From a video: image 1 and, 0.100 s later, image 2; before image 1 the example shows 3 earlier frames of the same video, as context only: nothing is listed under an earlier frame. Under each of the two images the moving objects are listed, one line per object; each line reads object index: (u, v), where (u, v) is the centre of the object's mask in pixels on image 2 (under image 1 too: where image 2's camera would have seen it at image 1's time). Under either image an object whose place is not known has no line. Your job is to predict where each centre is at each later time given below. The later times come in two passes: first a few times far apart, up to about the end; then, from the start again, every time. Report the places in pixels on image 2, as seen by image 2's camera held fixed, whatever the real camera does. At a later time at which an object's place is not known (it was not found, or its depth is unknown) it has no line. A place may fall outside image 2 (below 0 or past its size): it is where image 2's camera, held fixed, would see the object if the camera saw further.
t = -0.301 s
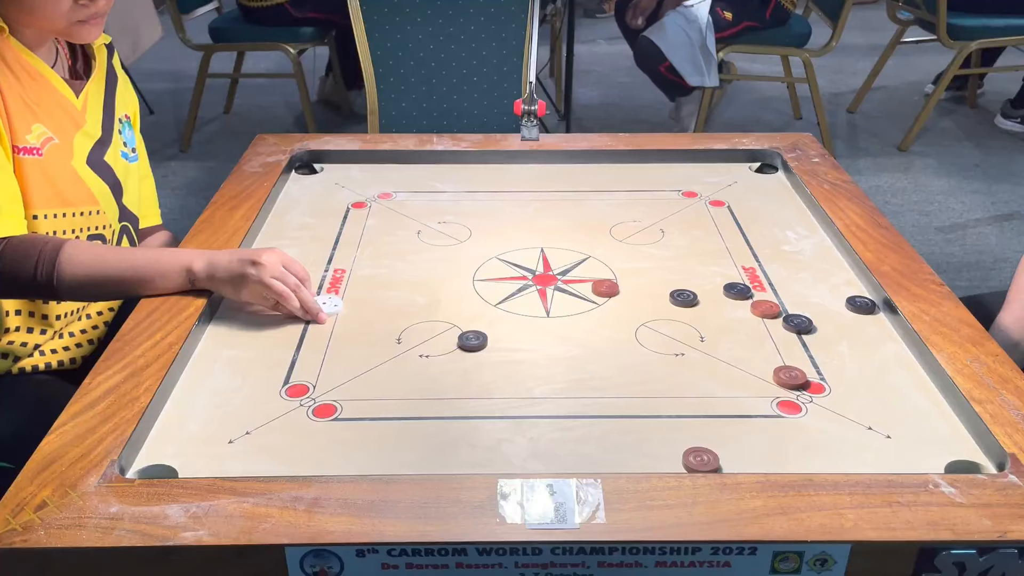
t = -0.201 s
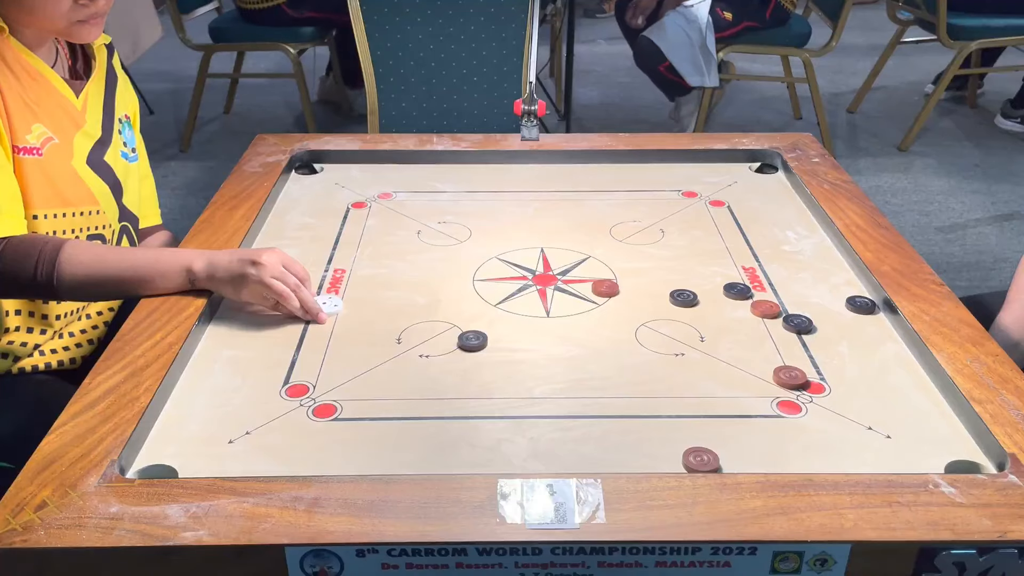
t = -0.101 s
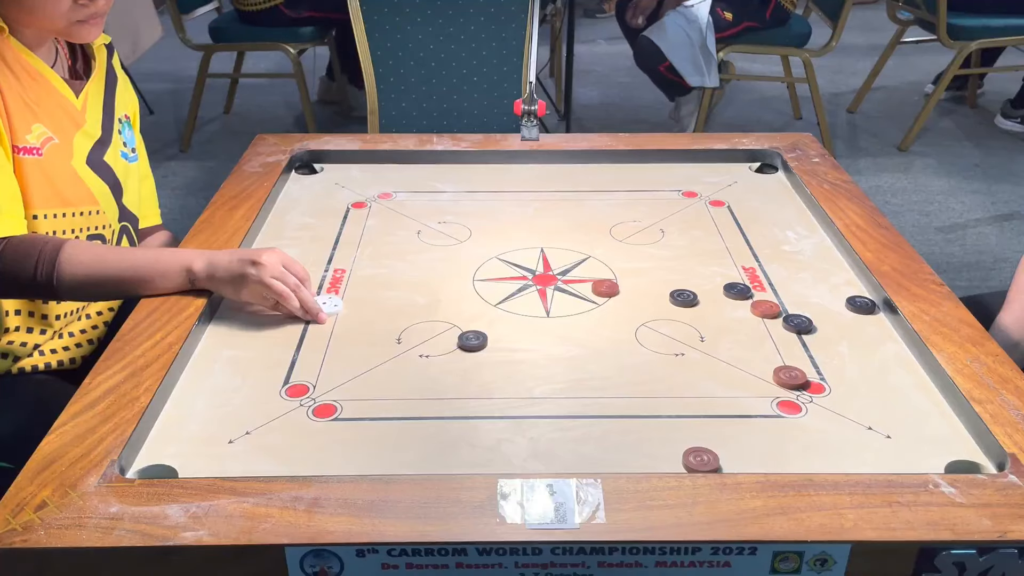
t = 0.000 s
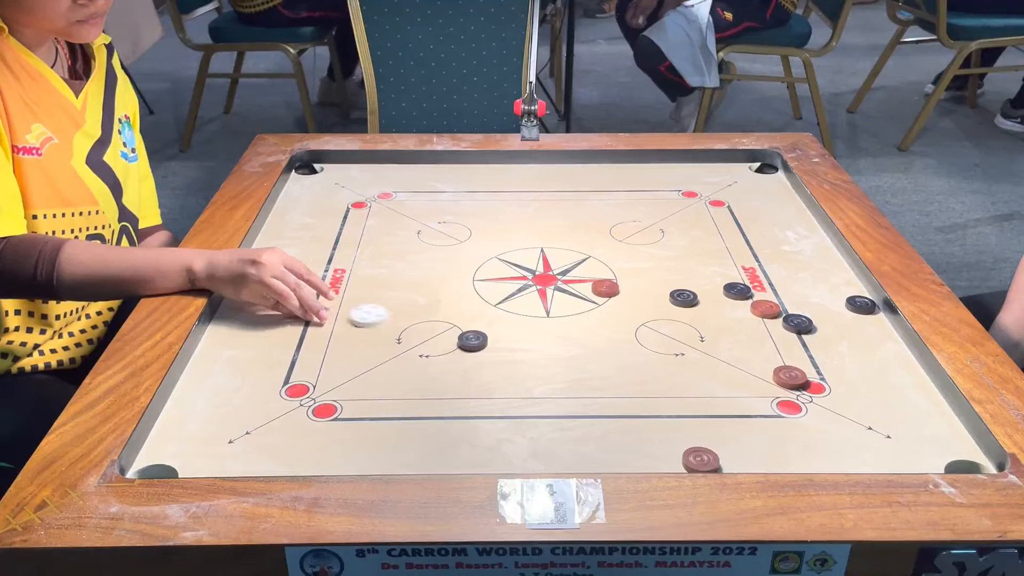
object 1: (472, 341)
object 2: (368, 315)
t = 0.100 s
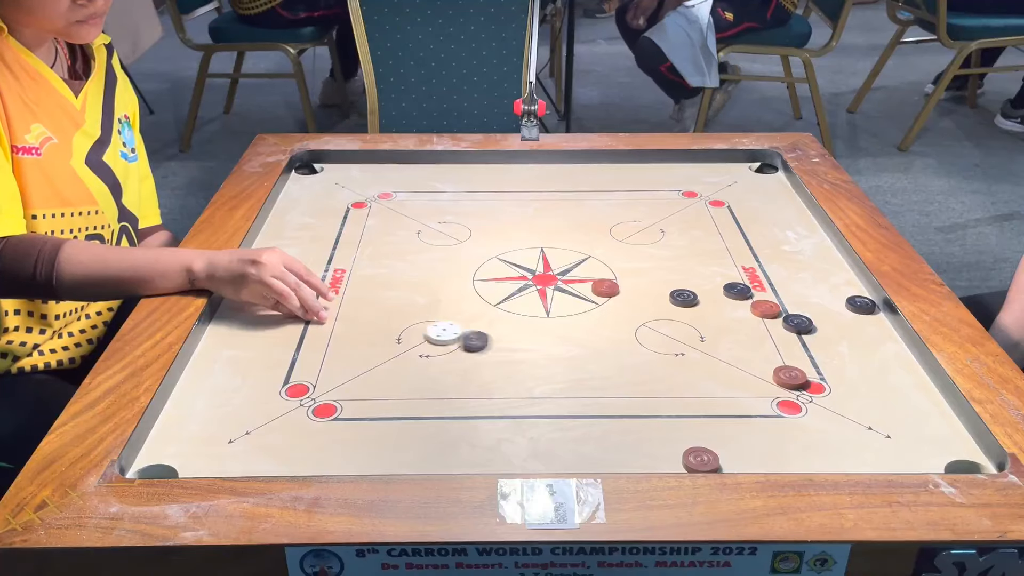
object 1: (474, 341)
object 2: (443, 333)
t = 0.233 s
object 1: (603, 378)
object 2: (493, 342)
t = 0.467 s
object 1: (838, 445)
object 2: (547, 353)
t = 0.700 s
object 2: (554, 354)
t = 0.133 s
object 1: (506, 350)
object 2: (457, 336)
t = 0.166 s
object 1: (537, 359)
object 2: (470, 338)
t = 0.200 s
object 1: (570, 368)
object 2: (481, 340)
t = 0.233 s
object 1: (603, 378)
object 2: (493, 342)
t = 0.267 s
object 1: (635, 387)
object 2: (503, 344)
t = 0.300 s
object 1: (670, 397)
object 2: (513, 346)
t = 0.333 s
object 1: (703, 406)
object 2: (522, 348)
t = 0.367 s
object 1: (736, 416)
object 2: (529, 349)
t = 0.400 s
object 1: (770, 426)
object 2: (536, 350)
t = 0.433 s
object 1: (804, 435)
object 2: (542, 351)
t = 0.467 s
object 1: (838, 445)
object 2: (547, 353)
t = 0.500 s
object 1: (872, 454)
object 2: (550, 353)
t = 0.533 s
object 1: (905, 462)
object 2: (553, 353)
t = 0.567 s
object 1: (937, 466)
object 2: (554, 353)
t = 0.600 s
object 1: (957, 467)
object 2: (554, 354)
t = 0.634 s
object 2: (554, 354)
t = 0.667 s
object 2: (554, 353)
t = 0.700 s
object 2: (554, 354)
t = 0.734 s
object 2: (554, 354)
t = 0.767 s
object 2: (554, 354)
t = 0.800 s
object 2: (554, 354)
